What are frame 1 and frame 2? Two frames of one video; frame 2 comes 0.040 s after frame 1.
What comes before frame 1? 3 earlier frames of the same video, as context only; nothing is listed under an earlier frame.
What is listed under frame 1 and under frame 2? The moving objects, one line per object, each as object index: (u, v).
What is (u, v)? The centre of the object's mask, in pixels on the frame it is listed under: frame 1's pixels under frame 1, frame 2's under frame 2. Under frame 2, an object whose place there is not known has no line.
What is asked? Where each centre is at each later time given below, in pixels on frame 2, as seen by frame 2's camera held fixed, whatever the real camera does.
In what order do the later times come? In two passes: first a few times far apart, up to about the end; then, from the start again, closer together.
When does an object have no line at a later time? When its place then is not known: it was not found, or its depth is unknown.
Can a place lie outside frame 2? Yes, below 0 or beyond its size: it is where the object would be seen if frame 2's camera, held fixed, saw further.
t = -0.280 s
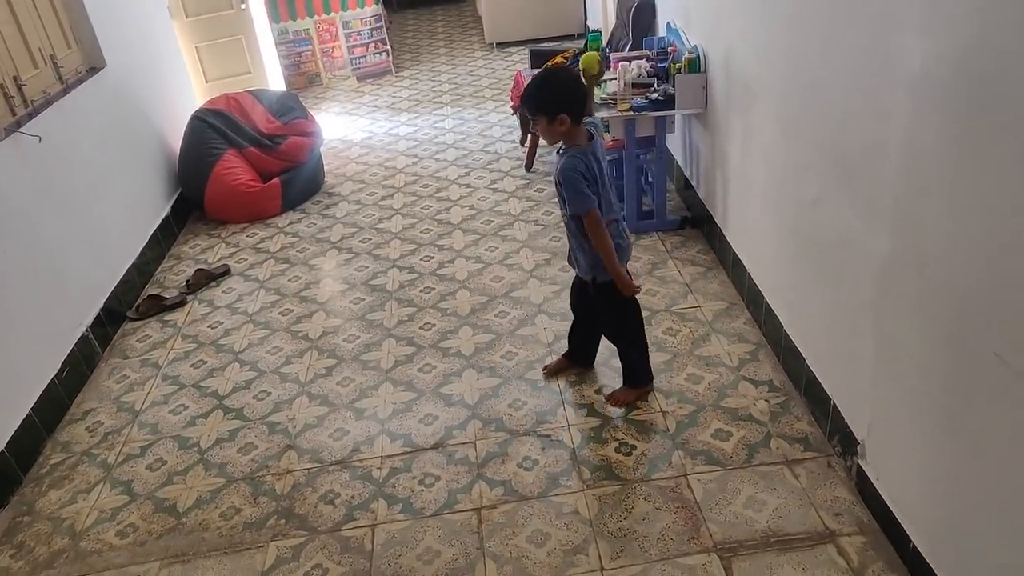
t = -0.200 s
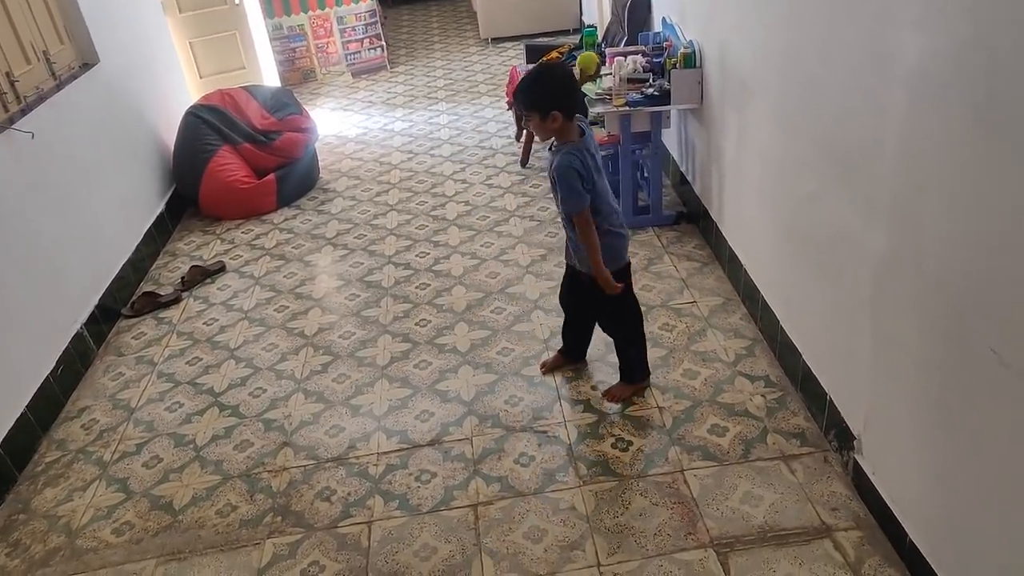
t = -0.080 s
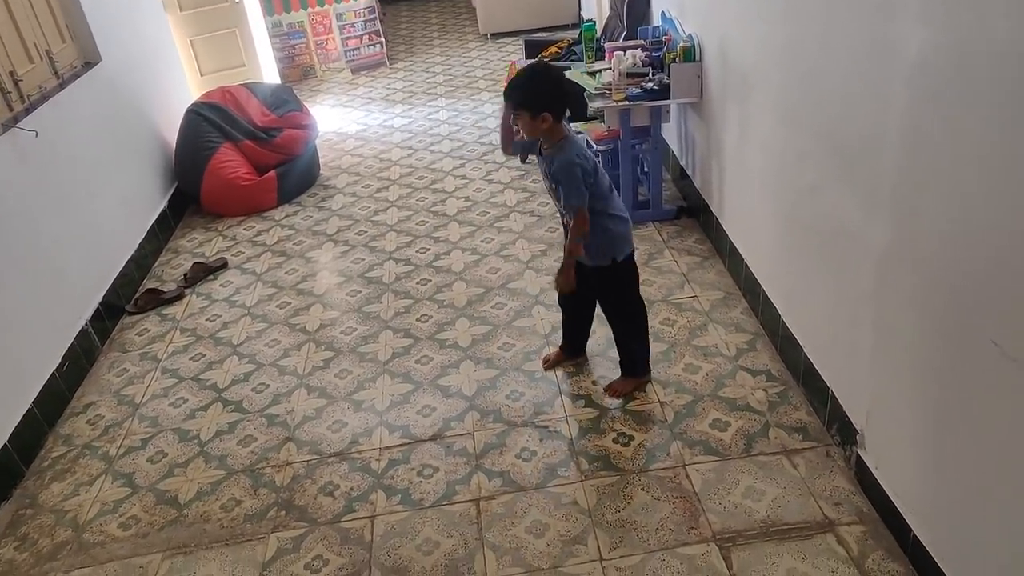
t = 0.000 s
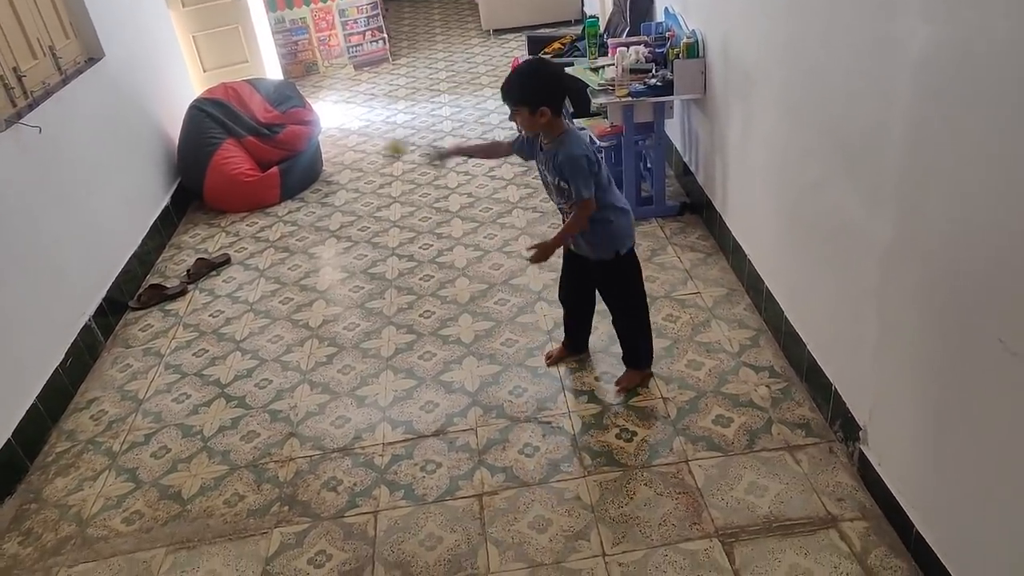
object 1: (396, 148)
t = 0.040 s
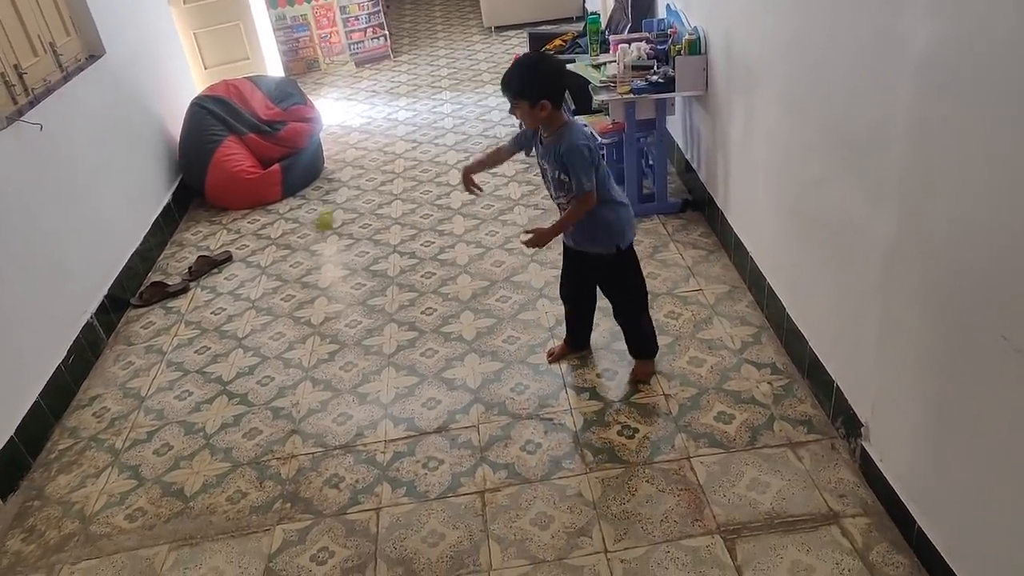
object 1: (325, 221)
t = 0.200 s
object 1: (136, 386)
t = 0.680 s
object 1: (196, 177)
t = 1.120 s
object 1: (478, 310)
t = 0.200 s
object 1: (136, 386)
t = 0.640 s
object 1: (153, 175)
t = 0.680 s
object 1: (196, 177)
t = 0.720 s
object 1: (224, 183)
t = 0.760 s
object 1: (268, 198)
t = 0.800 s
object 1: (298, 213)
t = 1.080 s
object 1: (481, 328)
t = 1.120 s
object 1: (478, 310)
